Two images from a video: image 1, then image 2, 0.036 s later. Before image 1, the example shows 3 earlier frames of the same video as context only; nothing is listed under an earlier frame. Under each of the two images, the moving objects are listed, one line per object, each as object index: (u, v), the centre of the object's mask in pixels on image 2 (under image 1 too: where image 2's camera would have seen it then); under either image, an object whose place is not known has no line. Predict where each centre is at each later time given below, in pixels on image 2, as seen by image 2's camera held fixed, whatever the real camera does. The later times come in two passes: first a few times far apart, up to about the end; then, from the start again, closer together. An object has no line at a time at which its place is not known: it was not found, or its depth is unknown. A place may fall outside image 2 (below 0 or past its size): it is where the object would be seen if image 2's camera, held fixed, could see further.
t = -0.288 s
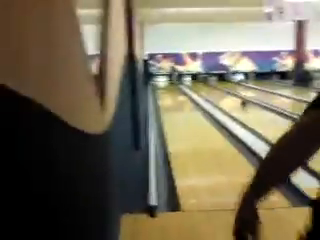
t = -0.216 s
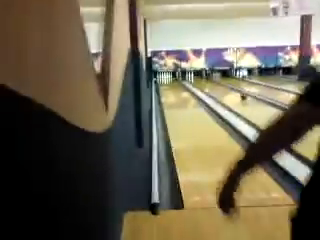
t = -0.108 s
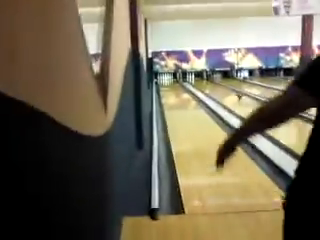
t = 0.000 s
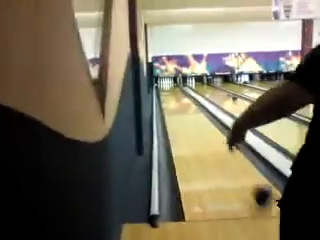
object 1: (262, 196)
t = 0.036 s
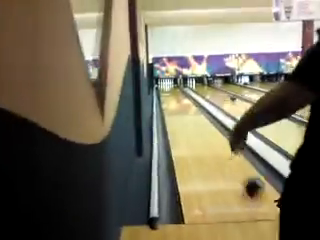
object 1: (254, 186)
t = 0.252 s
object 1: (214, 139)
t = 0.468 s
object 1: (199, 120)
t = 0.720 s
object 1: (188, 106)
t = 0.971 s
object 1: (181, 99)
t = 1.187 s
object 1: (177, 95)
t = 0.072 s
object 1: (236, 168)
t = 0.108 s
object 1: (229, 158)
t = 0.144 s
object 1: (226, 153)
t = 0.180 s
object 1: (221, 148)
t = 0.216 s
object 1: (217, 143)
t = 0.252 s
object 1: (214, 139)
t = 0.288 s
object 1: (211, 135)
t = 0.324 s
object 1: (208, 131)
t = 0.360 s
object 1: (205, 127)
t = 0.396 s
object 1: (203, 124)
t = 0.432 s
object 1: (201, 122)
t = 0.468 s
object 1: (199, 120)
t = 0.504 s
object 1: (197, 118)
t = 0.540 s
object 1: (195, 116)
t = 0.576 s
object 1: (193, 114)
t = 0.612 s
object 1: (191, 112)
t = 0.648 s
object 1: (188, 109)
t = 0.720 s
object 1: (188, 106)
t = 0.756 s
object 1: (187, 105)
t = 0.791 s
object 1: (185, 104)
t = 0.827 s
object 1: (184, 103)
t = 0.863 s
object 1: (183, 102)
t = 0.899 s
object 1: (182, 100)
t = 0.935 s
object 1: (182, 99)
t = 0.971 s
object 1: (181, 99)
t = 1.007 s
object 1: (180, 98)
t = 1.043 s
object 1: (180, 97)
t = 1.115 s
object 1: (178, 96)
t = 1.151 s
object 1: (178, 95)
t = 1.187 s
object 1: (177, 95)
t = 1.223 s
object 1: (177, 94)
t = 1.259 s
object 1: (175, 92)
